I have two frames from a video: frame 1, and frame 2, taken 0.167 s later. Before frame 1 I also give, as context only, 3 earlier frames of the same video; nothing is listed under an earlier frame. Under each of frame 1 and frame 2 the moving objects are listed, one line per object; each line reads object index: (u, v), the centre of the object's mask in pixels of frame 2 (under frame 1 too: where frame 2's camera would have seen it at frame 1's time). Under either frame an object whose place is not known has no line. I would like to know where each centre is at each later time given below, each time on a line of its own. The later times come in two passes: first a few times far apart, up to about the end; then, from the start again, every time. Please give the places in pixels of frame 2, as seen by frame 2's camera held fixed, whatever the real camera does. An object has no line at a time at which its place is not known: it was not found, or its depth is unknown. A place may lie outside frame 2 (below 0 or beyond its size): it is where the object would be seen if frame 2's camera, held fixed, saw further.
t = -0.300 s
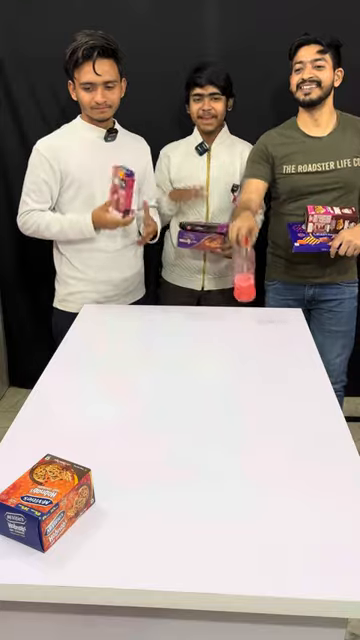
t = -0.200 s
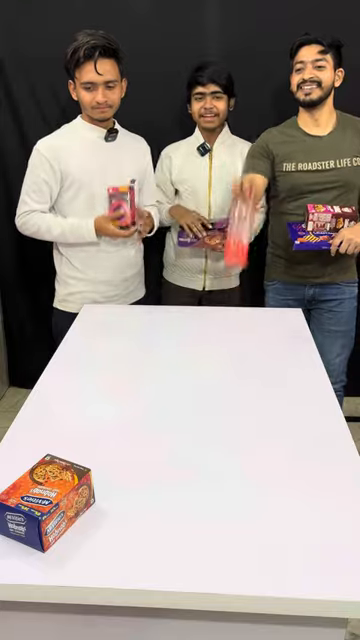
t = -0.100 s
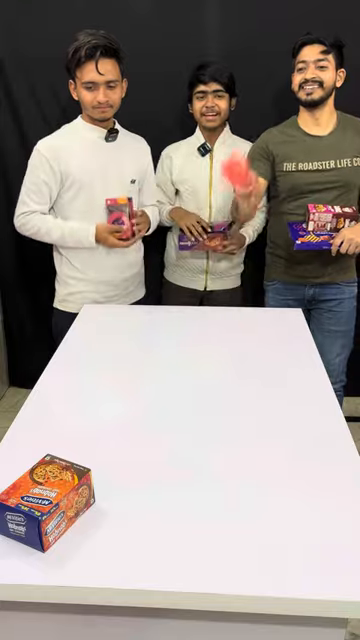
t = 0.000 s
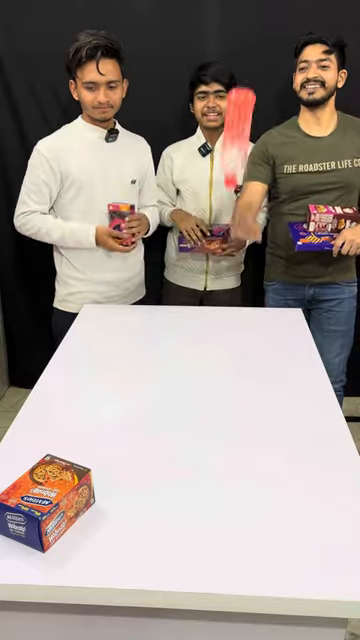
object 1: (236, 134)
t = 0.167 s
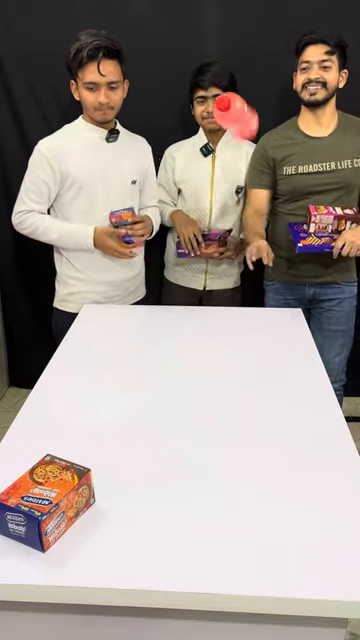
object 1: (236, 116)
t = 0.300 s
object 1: (231, 203)
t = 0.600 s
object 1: (228, 355)
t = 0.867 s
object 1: (236, 370)
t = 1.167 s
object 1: (240, 371)
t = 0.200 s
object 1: (234, 128)
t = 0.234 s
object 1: (233, 147)
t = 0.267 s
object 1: (232, 170)
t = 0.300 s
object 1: (231, 203)
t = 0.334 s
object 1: (230, 234)
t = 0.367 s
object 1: (228, 264)
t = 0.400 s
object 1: (226, 307)
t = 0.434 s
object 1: (223, 351)
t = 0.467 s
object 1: (225, 353)
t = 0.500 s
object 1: (225, 354)
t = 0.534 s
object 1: (226, 354)
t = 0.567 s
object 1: (227, 354)
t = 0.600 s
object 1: (228, 355)
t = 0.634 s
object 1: (231, 355)
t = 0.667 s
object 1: (232, 356)
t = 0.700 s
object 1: (234, 359)
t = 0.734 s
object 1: (235, 364)
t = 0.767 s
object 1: (236, 369)
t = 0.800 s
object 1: (236, 367)
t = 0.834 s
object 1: (235, 370)
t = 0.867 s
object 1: (236, 370)
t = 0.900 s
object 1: (236, 370)
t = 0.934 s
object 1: (237, 371)
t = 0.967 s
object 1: (237, 371)
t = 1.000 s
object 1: (237, 371)
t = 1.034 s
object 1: (238, 371)
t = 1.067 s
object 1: (238, 371)
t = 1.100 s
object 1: (239, 371)
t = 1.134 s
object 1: (240, 371)
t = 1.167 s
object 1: (240, 371)
